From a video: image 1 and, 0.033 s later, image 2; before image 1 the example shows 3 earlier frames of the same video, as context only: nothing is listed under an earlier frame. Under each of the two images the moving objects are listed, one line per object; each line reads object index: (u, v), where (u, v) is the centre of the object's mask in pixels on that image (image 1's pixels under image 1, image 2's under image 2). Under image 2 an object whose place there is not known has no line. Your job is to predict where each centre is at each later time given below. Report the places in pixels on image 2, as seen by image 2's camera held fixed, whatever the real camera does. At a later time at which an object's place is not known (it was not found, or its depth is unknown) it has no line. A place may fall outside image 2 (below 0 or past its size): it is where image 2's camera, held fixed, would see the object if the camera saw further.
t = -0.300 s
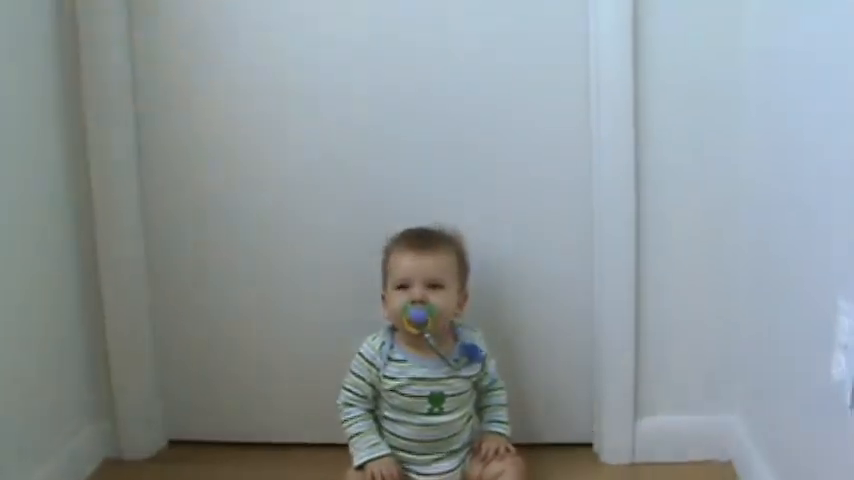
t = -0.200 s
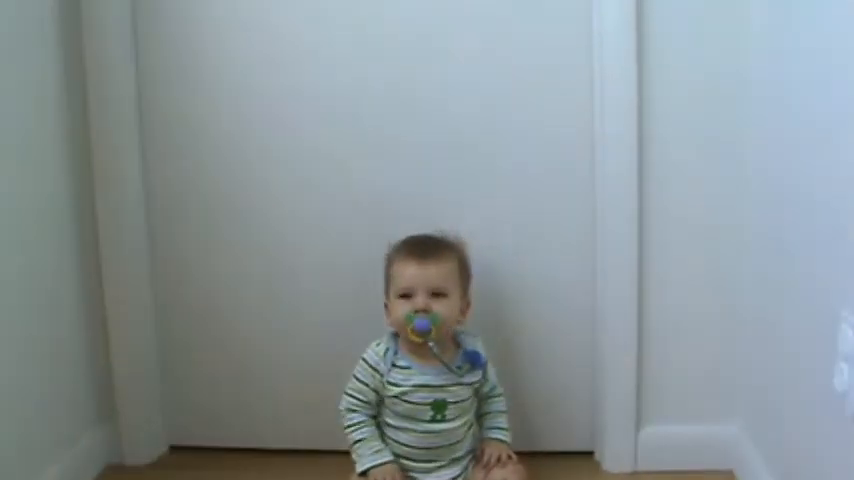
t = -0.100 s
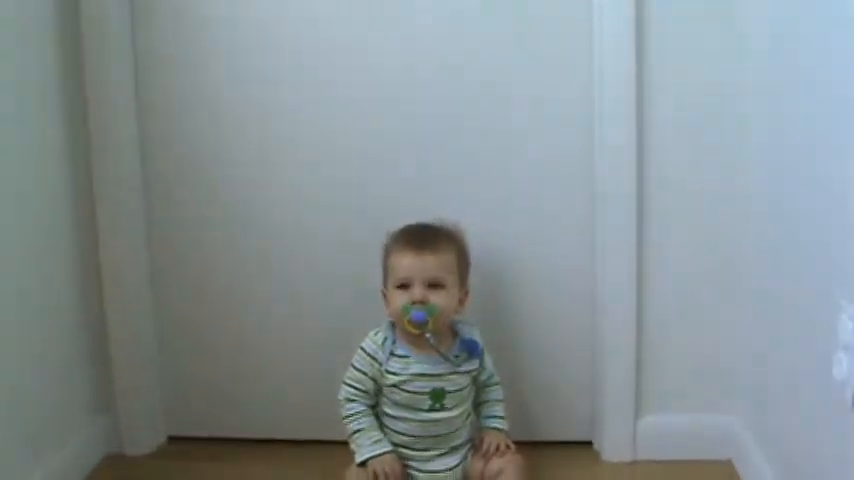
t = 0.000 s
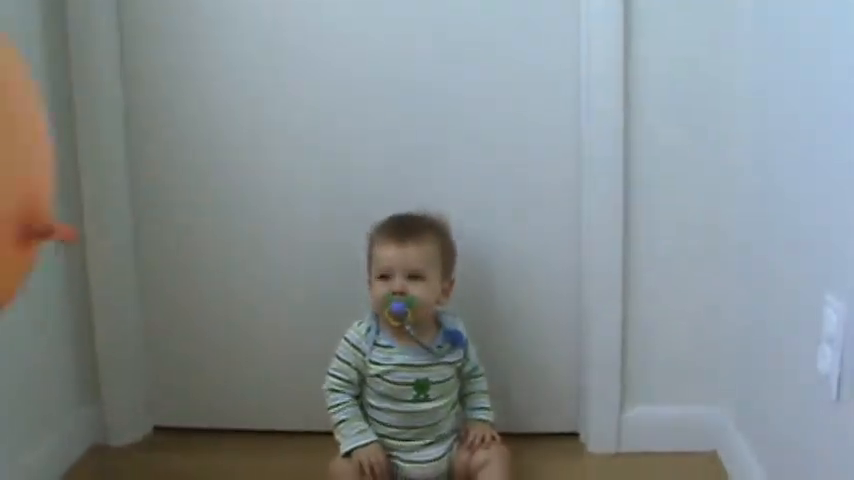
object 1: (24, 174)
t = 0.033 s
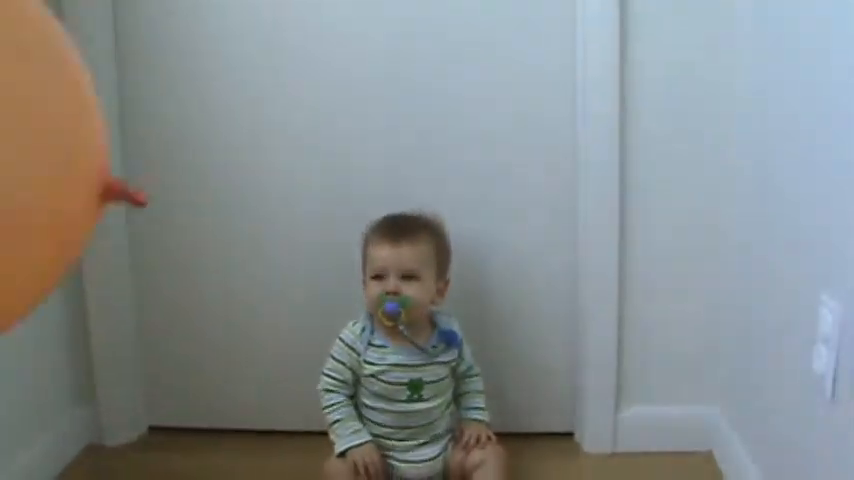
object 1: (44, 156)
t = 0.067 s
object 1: (73, 152)
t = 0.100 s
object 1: (93, 147)
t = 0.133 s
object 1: (111, 141)
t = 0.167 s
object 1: (129, 134)
